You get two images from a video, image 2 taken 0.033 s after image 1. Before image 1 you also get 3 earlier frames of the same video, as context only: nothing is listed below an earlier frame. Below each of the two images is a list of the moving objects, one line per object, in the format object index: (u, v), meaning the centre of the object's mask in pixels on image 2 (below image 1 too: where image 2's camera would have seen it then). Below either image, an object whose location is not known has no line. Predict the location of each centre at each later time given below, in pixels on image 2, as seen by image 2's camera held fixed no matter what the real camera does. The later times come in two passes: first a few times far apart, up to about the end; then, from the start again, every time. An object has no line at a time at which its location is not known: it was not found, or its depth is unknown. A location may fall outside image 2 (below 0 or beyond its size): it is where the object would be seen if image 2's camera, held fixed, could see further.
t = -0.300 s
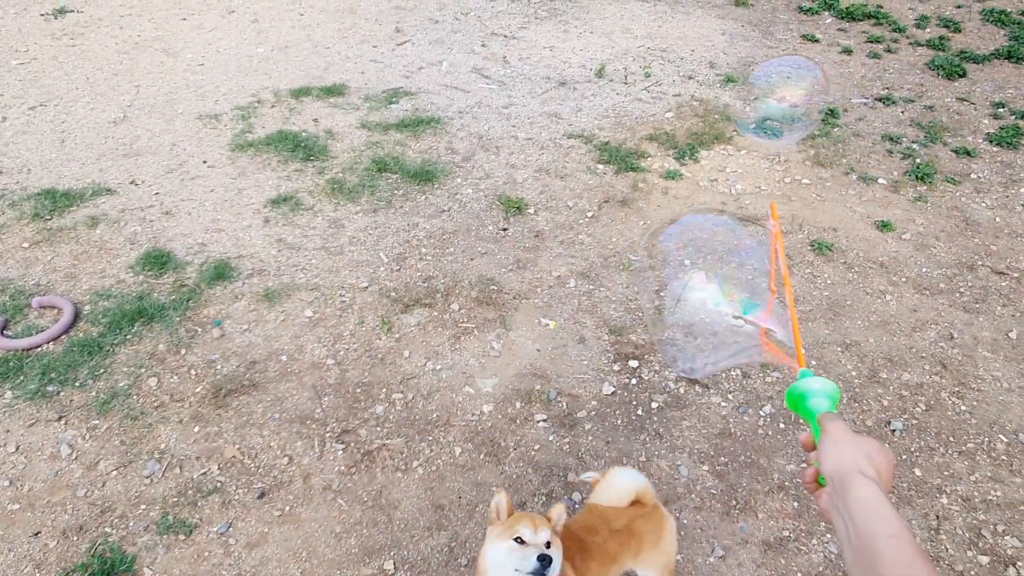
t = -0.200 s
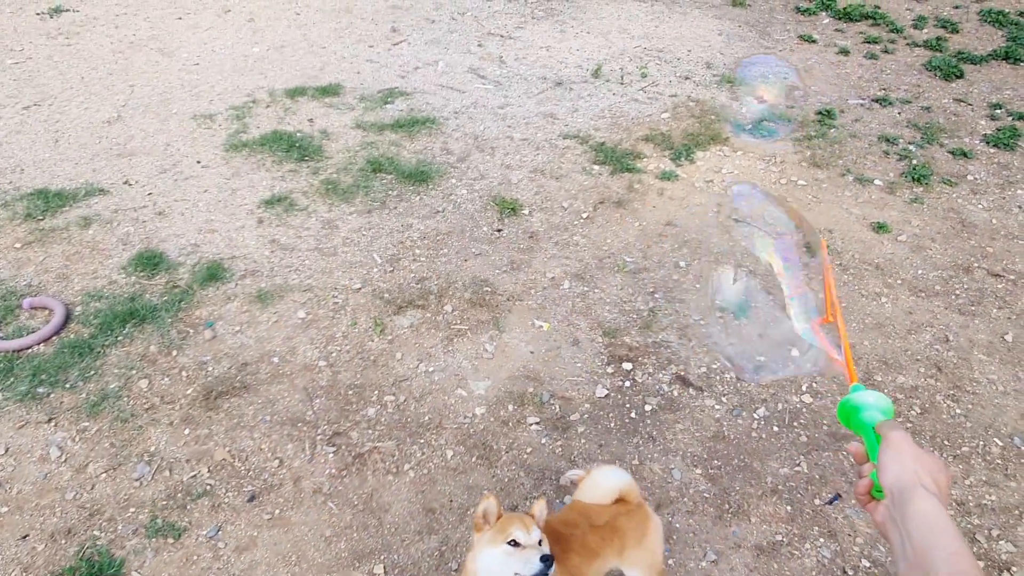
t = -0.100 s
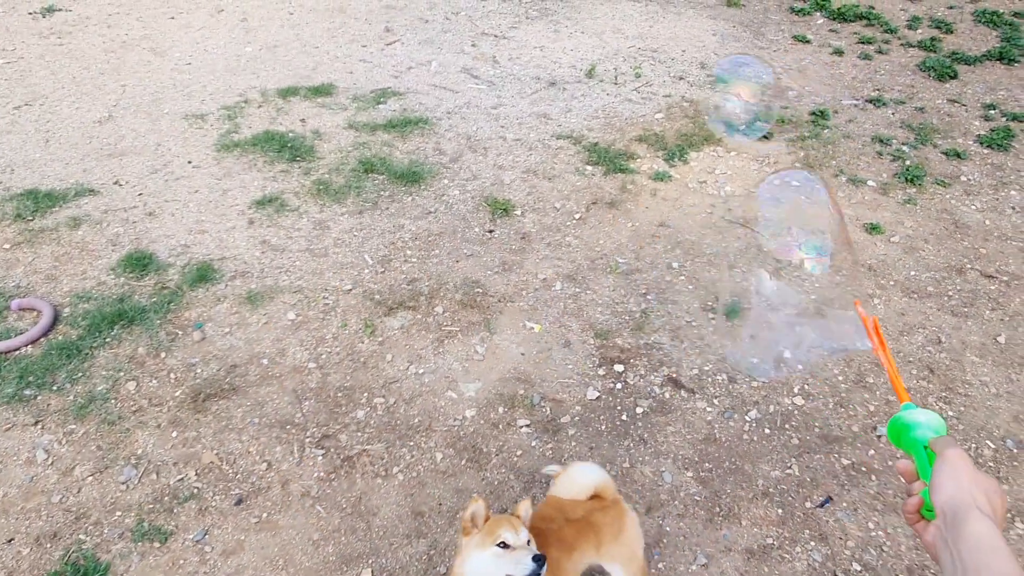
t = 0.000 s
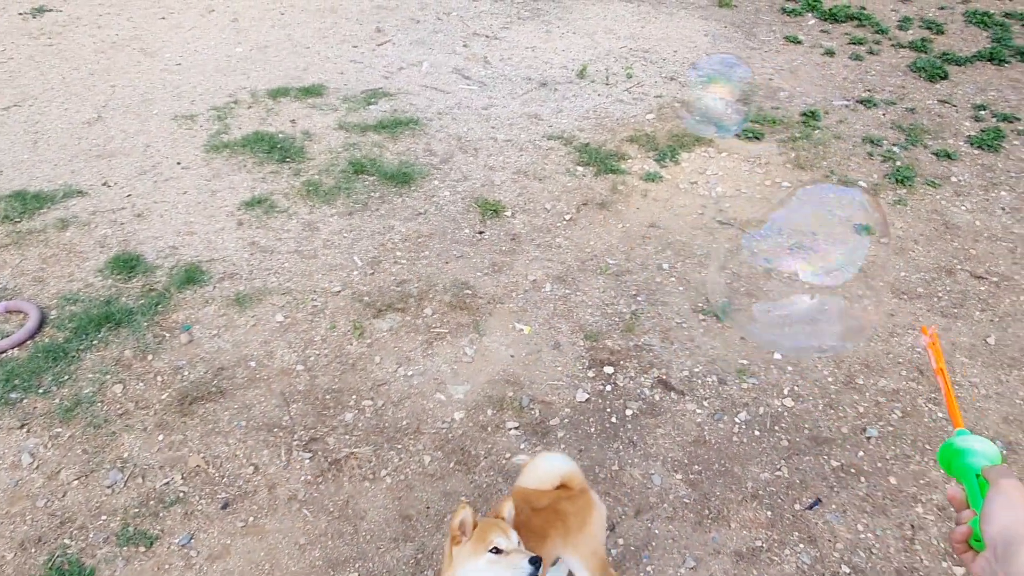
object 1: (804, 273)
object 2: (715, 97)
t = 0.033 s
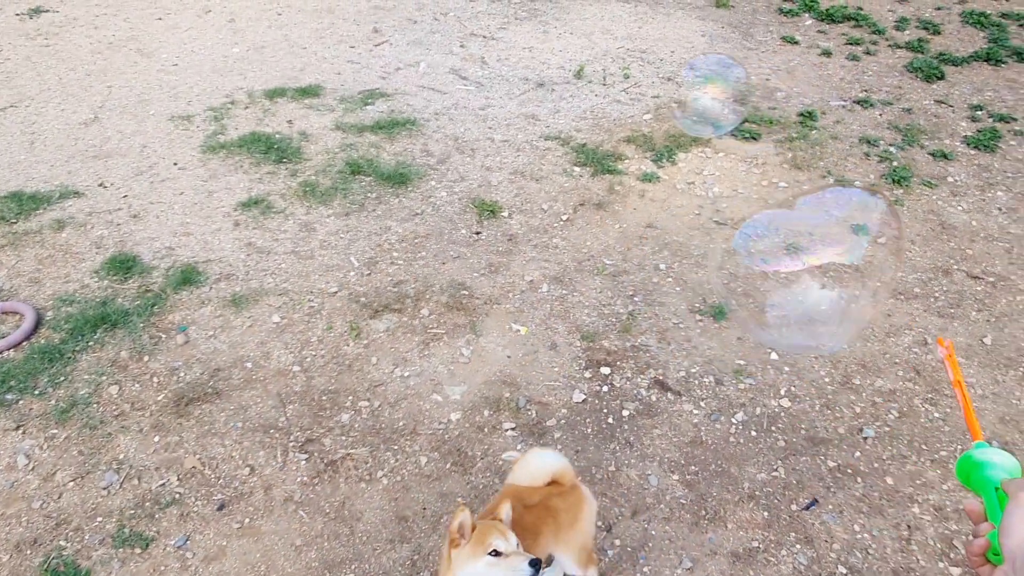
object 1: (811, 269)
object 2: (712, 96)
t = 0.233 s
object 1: (857, 247)
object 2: (687, 90)
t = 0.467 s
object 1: (886, 234)
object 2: (663, 83)
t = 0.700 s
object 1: (894, 236)
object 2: (635, 80)
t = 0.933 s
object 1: (887, 249)
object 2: (618, 80)
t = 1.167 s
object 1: (865, 269)
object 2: (593, 75)
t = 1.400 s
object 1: (846, 293)
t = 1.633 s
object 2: (552, 75)
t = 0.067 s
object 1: (819, 265)
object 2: (707, 96)
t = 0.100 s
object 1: (823, 262)
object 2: (705, 95)
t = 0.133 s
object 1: (832, 259)
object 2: (702, 95)
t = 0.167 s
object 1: (838, 255)
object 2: (698, 94)
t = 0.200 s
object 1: (847, 251)
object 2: (691, 93)
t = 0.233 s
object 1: (857, 247)
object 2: (687, 90)
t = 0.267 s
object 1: (862, 244)
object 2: (683, 89)
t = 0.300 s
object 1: (869, 242)
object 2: (681, 89)
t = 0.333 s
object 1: (874, 241)
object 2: (677, 88)
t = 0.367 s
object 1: (879, 240)
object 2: (674, 87)
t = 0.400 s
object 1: (880, 237)
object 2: (671, 86)
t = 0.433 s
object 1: (883, 234)
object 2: (667, 85)
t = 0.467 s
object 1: (886, 234)
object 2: (663, 83)
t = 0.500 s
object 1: (889, 234)
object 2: (661, 83)
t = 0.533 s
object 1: (888, 235)
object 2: (658, 82)
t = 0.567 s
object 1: (887, 234)
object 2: (656, 81)
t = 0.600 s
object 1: (890, 235)
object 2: (649, 80)
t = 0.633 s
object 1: (895, 235)
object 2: (646, 80)
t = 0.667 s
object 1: (894, 236)
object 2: (640, 81)
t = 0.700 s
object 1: (894, 236)
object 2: (635, 80)
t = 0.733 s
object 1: (892, 235)
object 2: (631, 81)
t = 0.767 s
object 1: (892, 237)
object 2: (629, 80)
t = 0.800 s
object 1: (891, 239)
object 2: (626, 80)
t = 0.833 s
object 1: (890, 243)
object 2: (621, 78)
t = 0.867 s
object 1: (890, 245)
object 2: (620, 78)
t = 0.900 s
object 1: (888, 248)
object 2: (617, 77)
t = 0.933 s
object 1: (887, 249)
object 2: (618, 80)
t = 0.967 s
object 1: (886, 251)
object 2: (611, 77)
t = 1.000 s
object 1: (881, 253)
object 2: (608, 76)
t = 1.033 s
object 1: (879, 254)
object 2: (604, 74)
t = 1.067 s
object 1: (876, 255)
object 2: (604, 75)
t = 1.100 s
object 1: (875, 261)
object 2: (598, 66)
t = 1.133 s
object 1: (870, 265)
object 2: (596, 74)
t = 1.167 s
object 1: (865, 269)
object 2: (593, 75)
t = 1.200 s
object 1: (862, 273)
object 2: (591, 75)
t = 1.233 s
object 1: (857, 273)
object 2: (589, 74)
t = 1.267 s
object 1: (856, 275)
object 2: (585, 74)
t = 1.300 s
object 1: (857, 279)
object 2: (579, 74)
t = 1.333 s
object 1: (855, 283)
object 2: (579, 75)
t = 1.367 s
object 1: (853, 289)
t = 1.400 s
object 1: (846, 293)
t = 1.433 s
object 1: (844, 296)
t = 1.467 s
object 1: (836, 300)
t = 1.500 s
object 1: (831, 302)
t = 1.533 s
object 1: (830, 304)
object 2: (557, 75)
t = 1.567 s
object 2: (554, 75)
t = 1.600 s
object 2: (554, 75)
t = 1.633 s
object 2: (552, 75)
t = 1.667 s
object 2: (550, 75)
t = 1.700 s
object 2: (547, 73)
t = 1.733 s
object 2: (545, 74)
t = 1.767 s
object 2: (542, 74)
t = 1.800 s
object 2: (540, 74)
